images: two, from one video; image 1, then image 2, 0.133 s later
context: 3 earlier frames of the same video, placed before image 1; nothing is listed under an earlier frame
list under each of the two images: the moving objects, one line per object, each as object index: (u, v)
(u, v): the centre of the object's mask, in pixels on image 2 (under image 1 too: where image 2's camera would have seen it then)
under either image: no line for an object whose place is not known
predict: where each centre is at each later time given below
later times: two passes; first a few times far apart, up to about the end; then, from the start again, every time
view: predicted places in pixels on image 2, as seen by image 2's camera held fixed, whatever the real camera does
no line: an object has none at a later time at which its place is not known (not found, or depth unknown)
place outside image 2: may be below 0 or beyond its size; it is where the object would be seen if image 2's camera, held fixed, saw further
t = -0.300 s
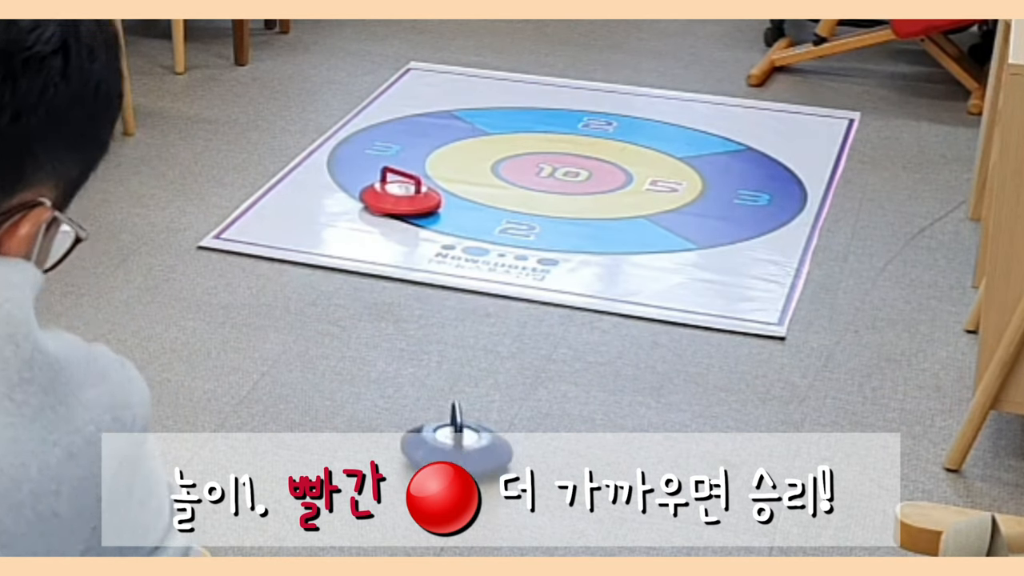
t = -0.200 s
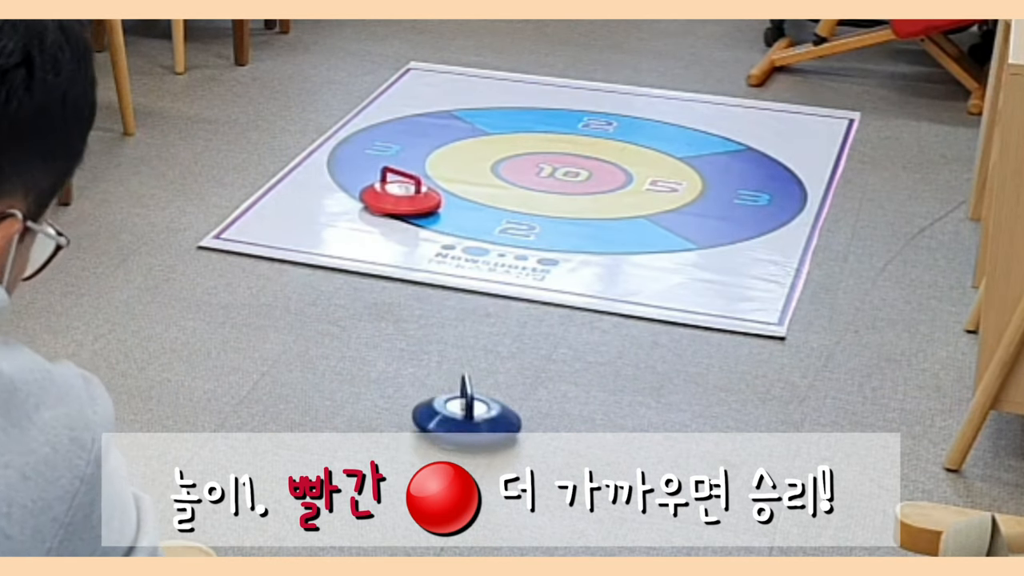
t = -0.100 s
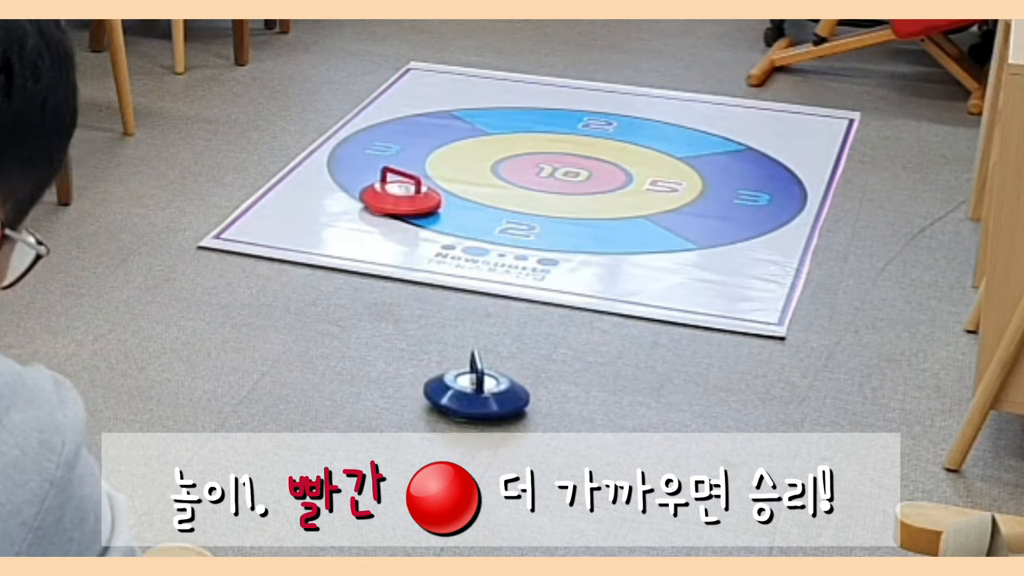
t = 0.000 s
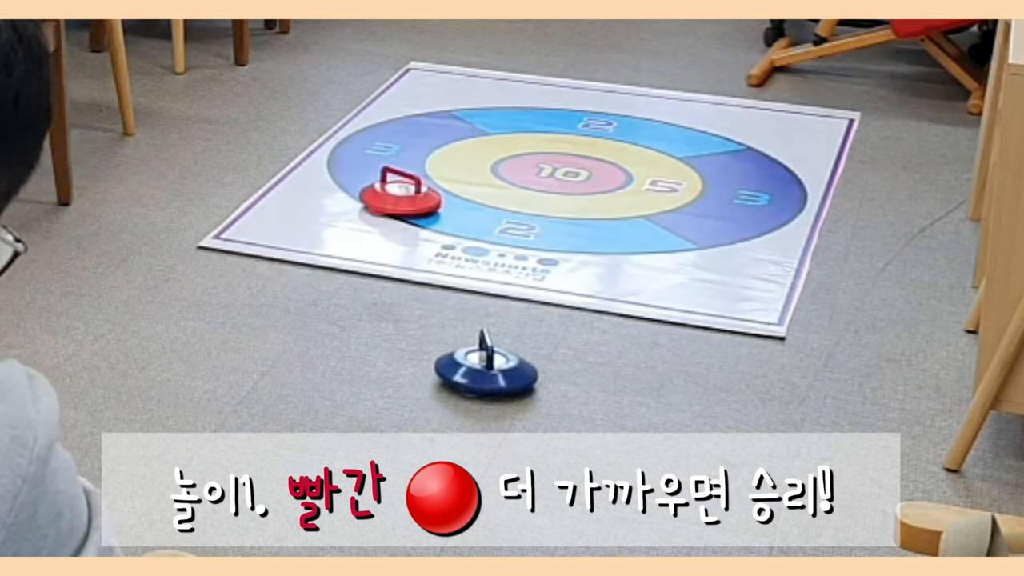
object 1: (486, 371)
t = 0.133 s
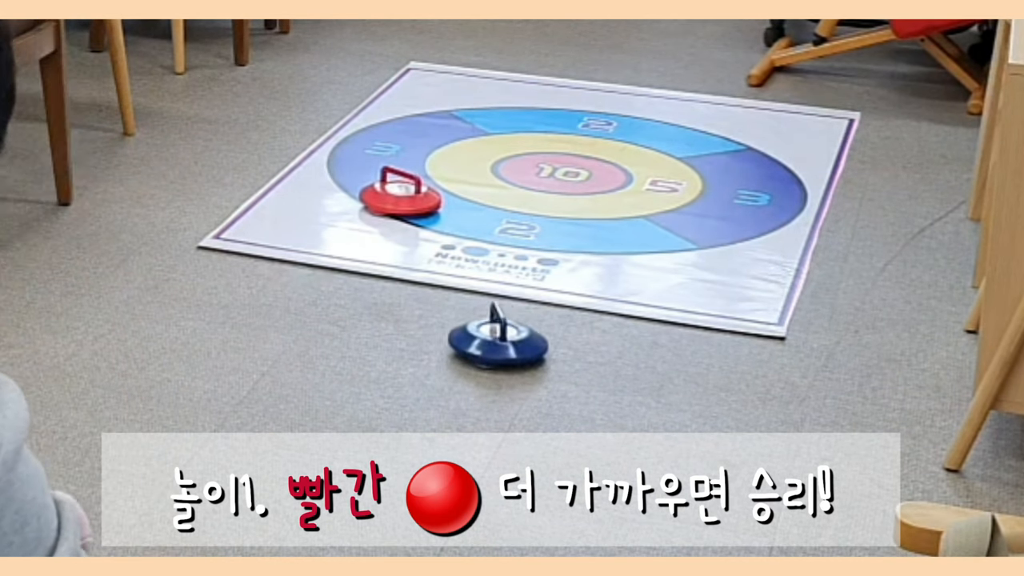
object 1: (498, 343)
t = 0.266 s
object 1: (509, 317)
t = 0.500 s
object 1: (526, 279)
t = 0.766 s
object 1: (539, 247)
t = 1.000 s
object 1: (549, 225)
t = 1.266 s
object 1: (559, 206)
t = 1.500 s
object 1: (566, 191)
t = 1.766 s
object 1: (571, 179)
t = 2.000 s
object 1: (572, 174)
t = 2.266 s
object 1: (575, 168)
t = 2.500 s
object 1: (577, 166)
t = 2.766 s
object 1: (579, 165)
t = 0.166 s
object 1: (501, 336)
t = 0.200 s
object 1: (504, 329)
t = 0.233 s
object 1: (507, 323)
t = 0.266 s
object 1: (509, 317)
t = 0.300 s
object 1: (512, 311)
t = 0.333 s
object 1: (514, 306)
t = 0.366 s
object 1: (517, 300)
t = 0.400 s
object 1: (519, 295)
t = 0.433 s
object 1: (521, 289)
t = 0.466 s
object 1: (523, 284)
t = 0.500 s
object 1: (526, 279)
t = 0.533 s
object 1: (528, 274)
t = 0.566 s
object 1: (530, 270)
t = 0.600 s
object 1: (532, 266)
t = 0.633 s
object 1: (533, 262)
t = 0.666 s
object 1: (535, 258)
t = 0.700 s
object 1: (536, 255)
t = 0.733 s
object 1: (538, 251)
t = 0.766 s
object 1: (539, 247)
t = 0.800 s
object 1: (541, 243)
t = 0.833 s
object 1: (542, 241)
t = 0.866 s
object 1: (544, 238)
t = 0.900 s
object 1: (545, 233)
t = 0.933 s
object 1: (546, 231)
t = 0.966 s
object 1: (547, 228)
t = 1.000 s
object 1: (549, 225)
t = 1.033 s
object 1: (550, 222)
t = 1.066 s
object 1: (551, 220)
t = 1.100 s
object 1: (553, 217)
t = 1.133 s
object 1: (554, 214)
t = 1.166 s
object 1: (555, 212)
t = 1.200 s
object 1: (556, 210)
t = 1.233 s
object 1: (558, 208)
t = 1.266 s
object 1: (559, 206)
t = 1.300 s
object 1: (560, 203)
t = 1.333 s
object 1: (561, 201)
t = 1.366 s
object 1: (563, 199)
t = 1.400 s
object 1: (564, 197)
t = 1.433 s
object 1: (565, 195)
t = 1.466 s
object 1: (565, 193)
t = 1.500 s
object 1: (566, 191)
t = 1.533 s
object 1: (567, 189)
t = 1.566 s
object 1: (567, 188)
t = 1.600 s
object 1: (568, 186)
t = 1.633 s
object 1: (569, 185)
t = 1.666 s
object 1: (569, 183)
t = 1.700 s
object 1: (570, 182)
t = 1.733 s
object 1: (570, 181)
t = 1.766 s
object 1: (571, 179)
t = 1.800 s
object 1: (571, 179)
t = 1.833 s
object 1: (571, 178)
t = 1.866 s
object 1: (571, 176)
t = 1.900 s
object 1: (571, 176)
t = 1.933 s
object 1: (571, 175)
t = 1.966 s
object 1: (572, 174)
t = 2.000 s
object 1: (572, 174)
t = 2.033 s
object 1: (572, 173)
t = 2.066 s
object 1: (572, 173)
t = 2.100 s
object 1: (572, 172)
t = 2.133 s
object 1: (572, 172)
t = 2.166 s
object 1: (574, 170)
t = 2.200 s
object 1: (574, 170)
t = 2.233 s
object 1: (574, 167)
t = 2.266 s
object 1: (575, 168)
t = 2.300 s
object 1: (575, 167)
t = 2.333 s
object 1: (576, 167)
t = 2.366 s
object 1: (576, 167)
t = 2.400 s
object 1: (576, 166)
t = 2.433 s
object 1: (576, 166)
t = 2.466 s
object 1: (577, 166)
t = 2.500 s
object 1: (577, 166)
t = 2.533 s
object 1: (578, 166)
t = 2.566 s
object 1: (578, 166)
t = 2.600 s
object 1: (578, 166)
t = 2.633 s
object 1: (579, 166)
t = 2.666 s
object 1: (579, 165)
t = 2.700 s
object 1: (579, 165)
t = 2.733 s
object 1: (579, 165)
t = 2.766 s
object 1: (579, 165)
